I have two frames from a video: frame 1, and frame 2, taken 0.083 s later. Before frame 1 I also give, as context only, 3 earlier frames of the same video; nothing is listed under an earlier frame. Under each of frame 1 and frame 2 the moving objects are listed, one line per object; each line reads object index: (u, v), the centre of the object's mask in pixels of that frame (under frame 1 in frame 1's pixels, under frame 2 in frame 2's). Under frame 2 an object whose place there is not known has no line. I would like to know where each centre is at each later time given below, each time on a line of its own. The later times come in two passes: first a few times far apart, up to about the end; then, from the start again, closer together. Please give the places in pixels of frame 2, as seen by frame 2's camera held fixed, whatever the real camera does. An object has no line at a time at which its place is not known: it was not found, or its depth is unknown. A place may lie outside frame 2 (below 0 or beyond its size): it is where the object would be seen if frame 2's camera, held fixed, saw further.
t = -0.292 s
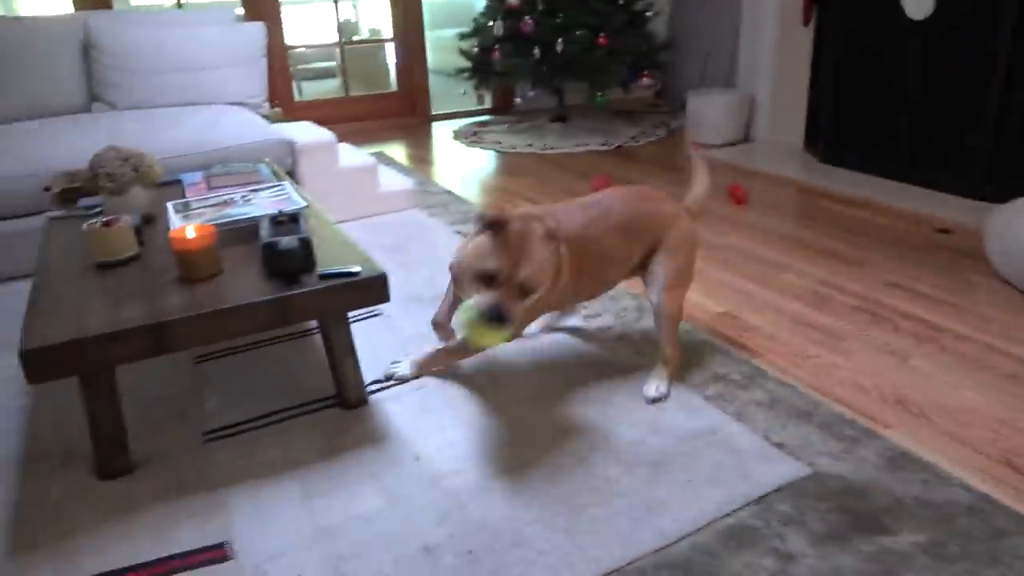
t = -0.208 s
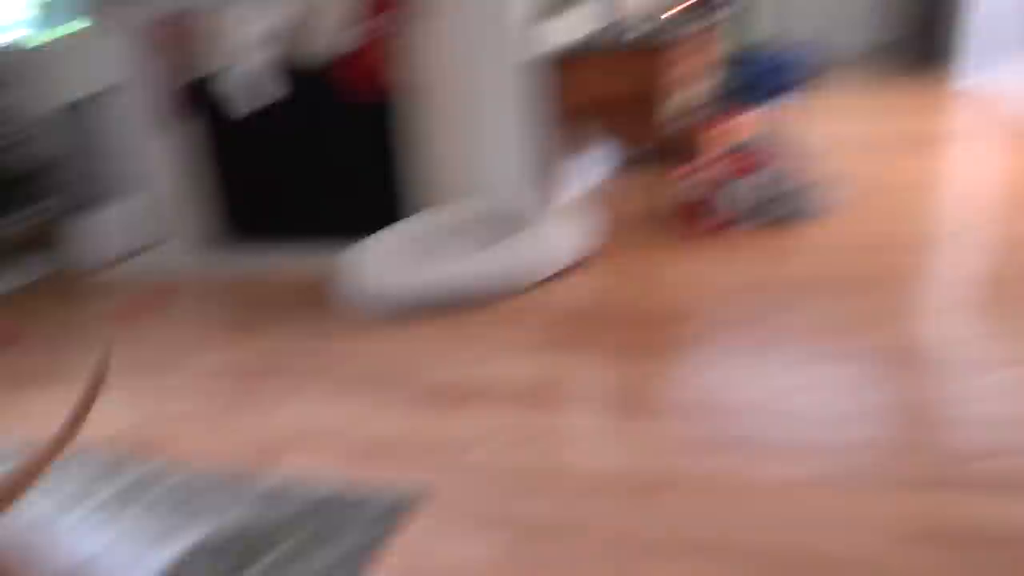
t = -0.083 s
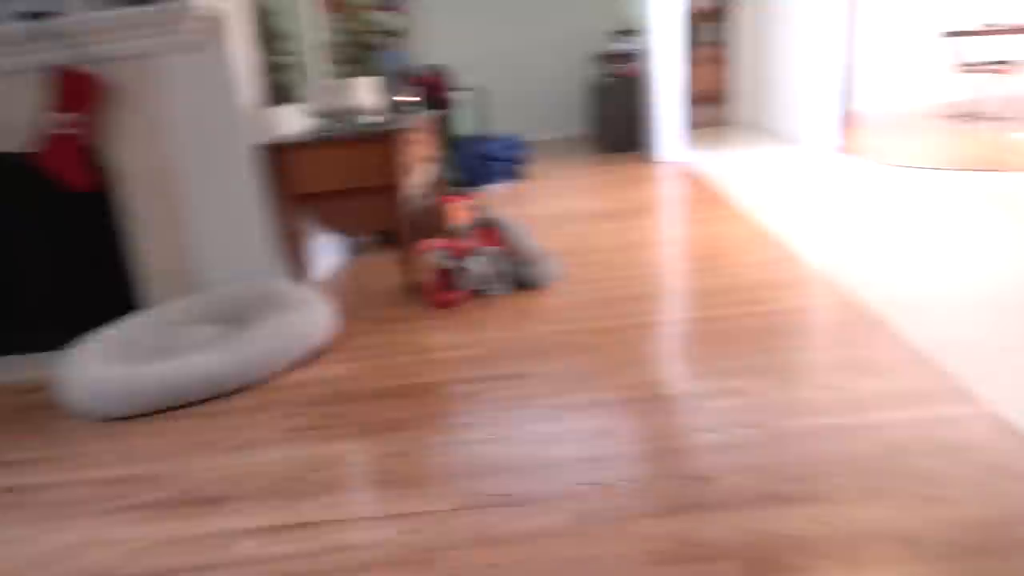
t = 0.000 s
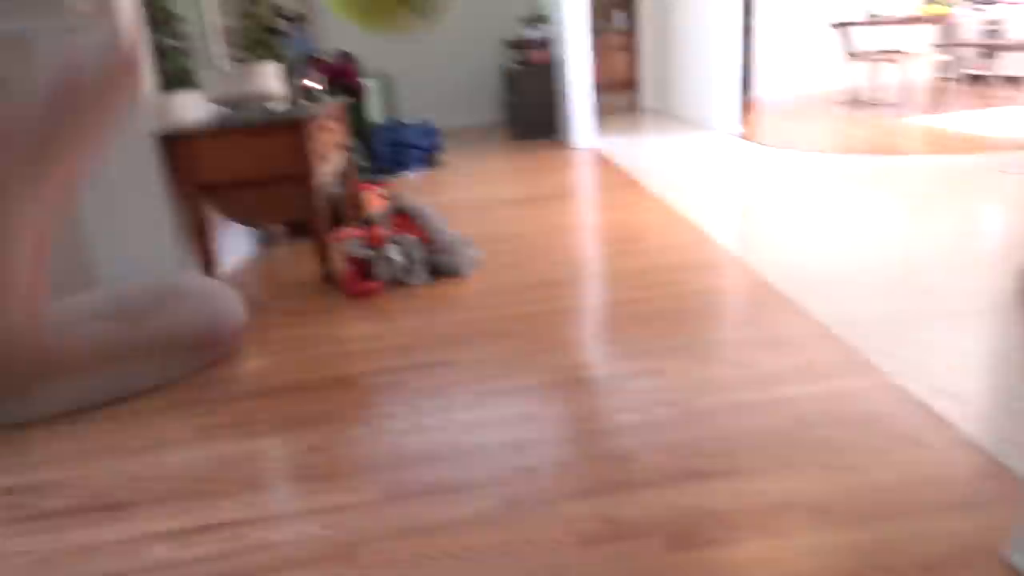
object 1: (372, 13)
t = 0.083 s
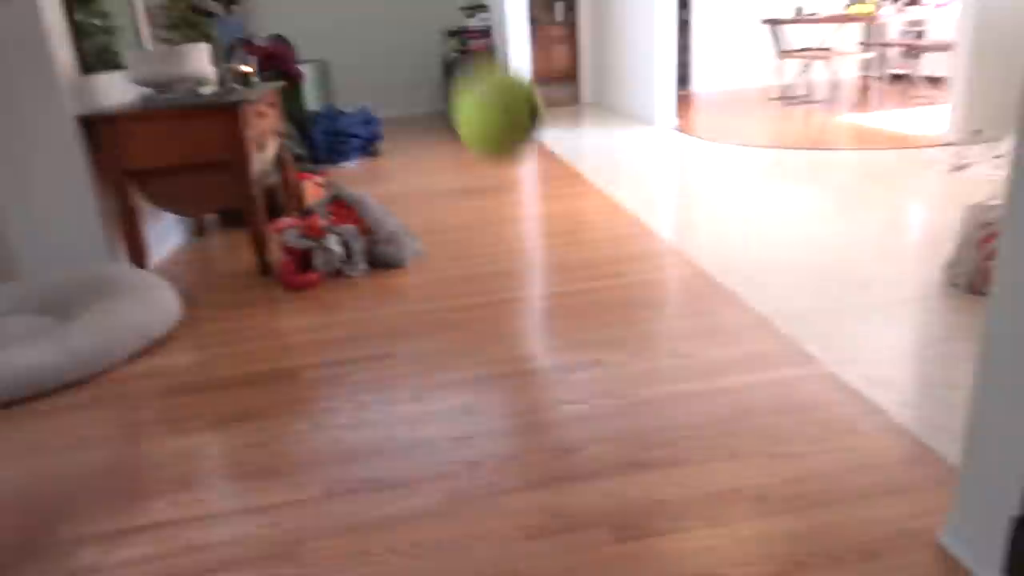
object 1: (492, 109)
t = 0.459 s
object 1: (632, 197)
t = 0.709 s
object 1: (646, 151)
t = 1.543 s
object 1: (653, 146)
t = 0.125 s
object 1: (545, 184)
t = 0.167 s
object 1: (569, 227)
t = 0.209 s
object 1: (594, 284)
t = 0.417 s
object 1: (629, 236)
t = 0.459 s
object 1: (632, 197)
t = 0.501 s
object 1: (634, 178)
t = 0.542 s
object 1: (637, 159)
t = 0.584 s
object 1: (640, 150)
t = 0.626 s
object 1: (642, 144)
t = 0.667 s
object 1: (644, 145)
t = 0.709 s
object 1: (646, 151)
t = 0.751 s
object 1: (647, 157)
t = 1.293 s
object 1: (650, 172)
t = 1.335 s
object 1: (649, 180)
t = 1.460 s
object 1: (651, 149)
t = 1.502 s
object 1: (652, 146)
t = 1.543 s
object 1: (653, 146)
